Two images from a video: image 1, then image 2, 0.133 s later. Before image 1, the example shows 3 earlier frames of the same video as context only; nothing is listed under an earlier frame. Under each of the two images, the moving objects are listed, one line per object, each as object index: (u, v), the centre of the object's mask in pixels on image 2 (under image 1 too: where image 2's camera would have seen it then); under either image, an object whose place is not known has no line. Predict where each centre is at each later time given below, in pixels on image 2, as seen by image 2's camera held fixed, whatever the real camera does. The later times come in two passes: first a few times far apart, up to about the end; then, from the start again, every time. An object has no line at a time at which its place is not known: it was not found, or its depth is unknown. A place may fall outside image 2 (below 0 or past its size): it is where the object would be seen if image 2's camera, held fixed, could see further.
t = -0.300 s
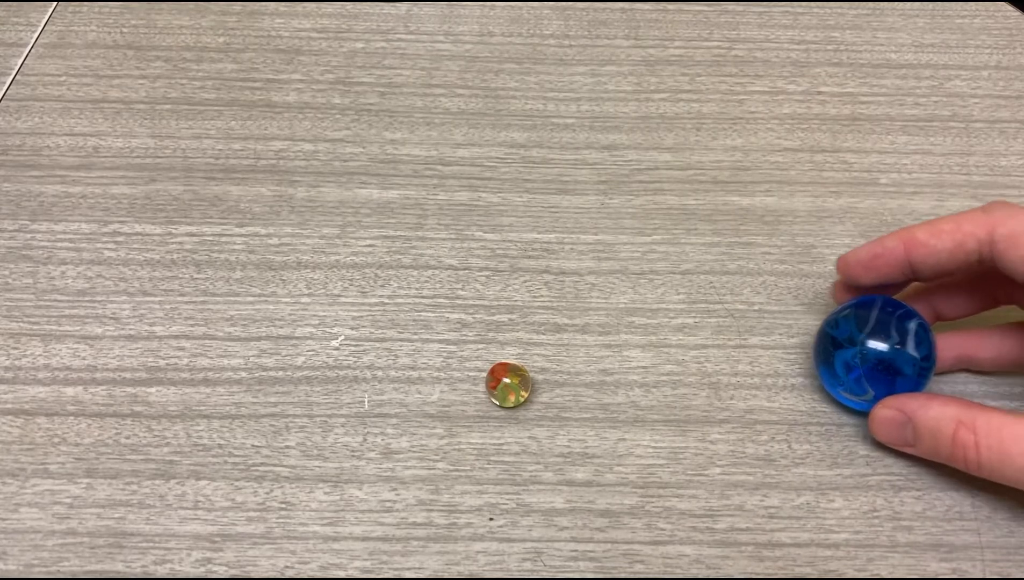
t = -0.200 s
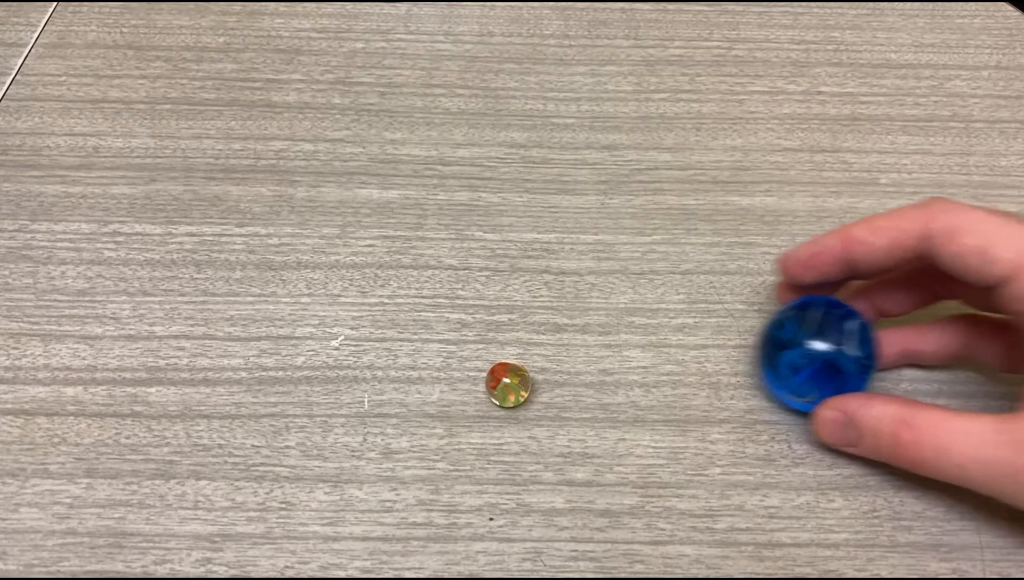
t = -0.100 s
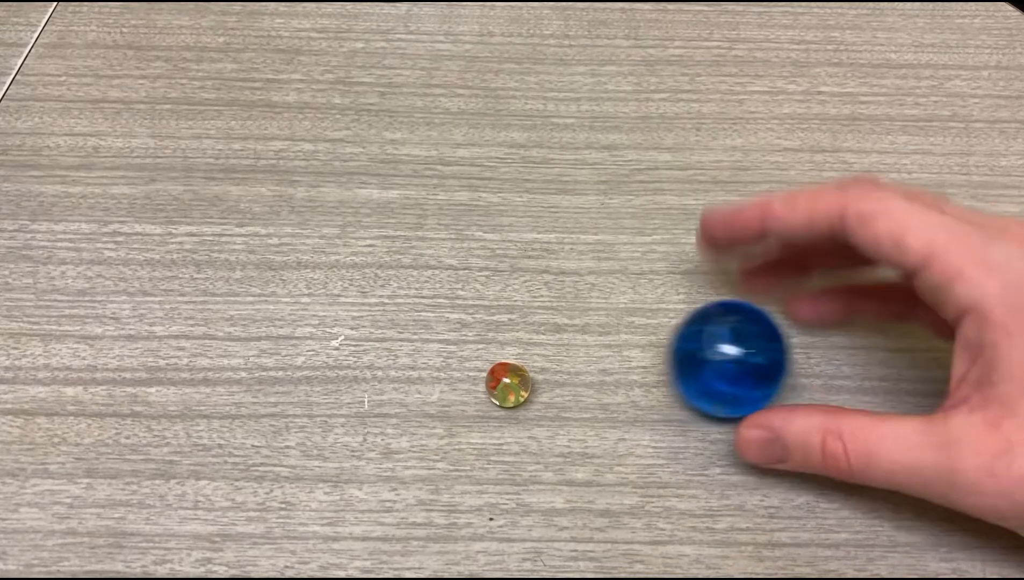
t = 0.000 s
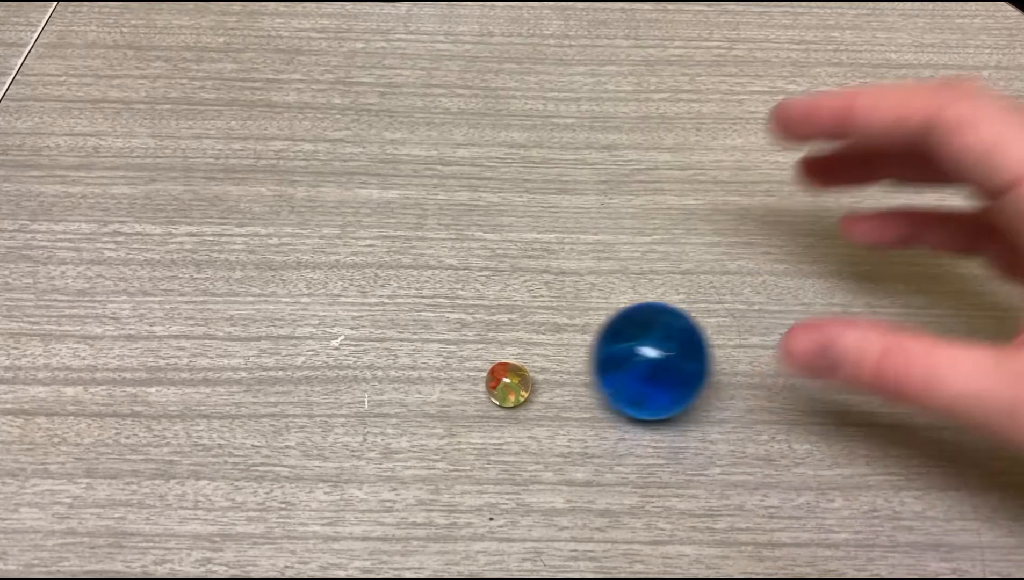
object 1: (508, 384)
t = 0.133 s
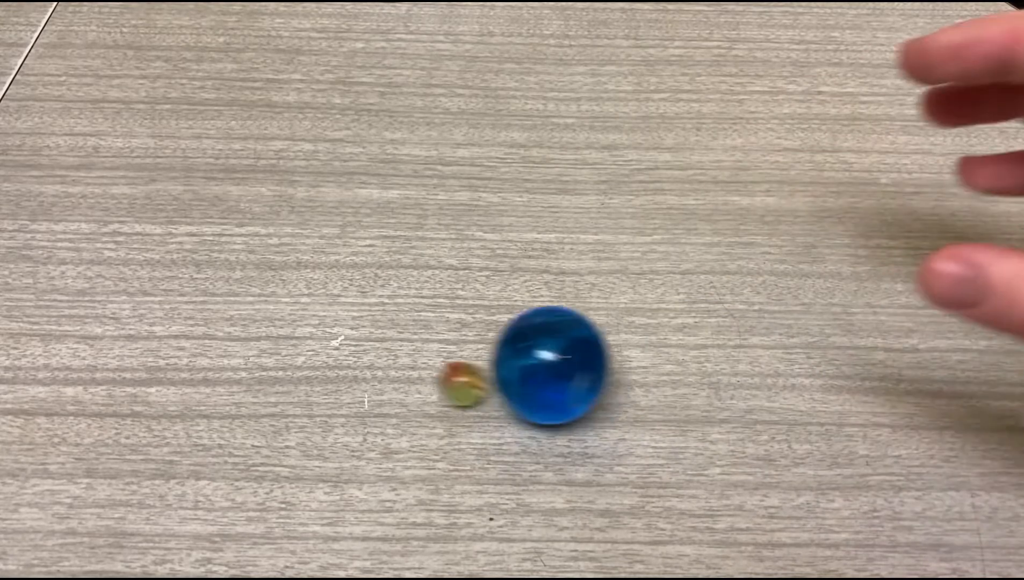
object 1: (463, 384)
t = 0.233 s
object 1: (383, 386)
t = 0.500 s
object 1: (191, 389)
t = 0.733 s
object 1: (39, 390)
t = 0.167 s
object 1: (433, 385)
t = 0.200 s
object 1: (407, 386)
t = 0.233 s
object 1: (383, 386)
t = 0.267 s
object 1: (357, 387)
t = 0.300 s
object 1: (333, 387)
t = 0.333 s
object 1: (308, 387)
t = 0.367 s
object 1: (285, 388)
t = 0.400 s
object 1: (261, 388)
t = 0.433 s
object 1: (238, 388)
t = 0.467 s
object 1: (213, 389)
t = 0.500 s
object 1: (191, 389)
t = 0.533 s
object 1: (169, 389)
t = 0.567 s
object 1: (147, 389)
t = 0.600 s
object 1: (124, 389)
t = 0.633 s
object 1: (103, 389)
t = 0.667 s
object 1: (82, 390)
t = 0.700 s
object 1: (61, 390)
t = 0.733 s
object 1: (39, 390)
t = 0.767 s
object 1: (22, 391)
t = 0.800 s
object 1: (12, 392)
